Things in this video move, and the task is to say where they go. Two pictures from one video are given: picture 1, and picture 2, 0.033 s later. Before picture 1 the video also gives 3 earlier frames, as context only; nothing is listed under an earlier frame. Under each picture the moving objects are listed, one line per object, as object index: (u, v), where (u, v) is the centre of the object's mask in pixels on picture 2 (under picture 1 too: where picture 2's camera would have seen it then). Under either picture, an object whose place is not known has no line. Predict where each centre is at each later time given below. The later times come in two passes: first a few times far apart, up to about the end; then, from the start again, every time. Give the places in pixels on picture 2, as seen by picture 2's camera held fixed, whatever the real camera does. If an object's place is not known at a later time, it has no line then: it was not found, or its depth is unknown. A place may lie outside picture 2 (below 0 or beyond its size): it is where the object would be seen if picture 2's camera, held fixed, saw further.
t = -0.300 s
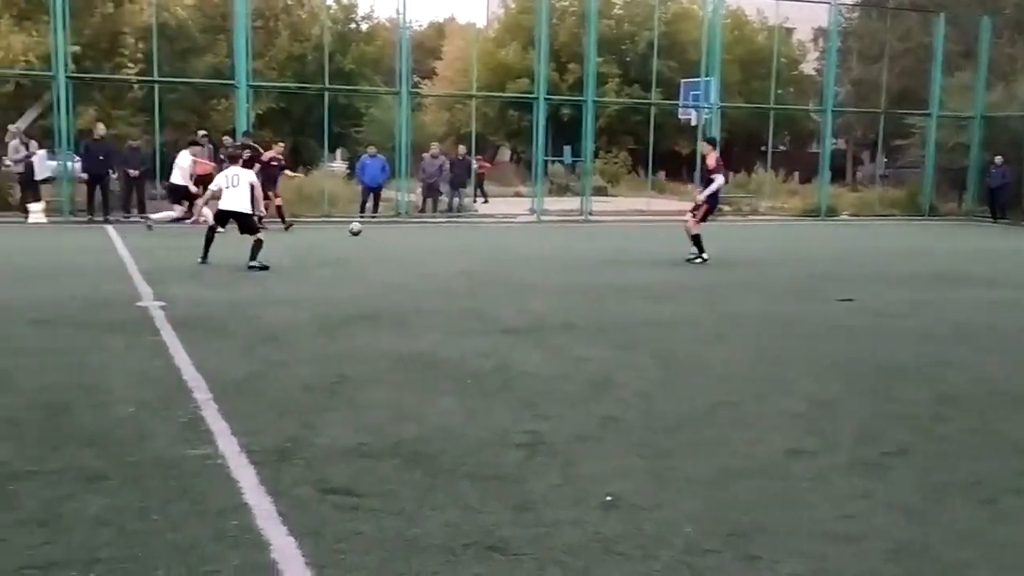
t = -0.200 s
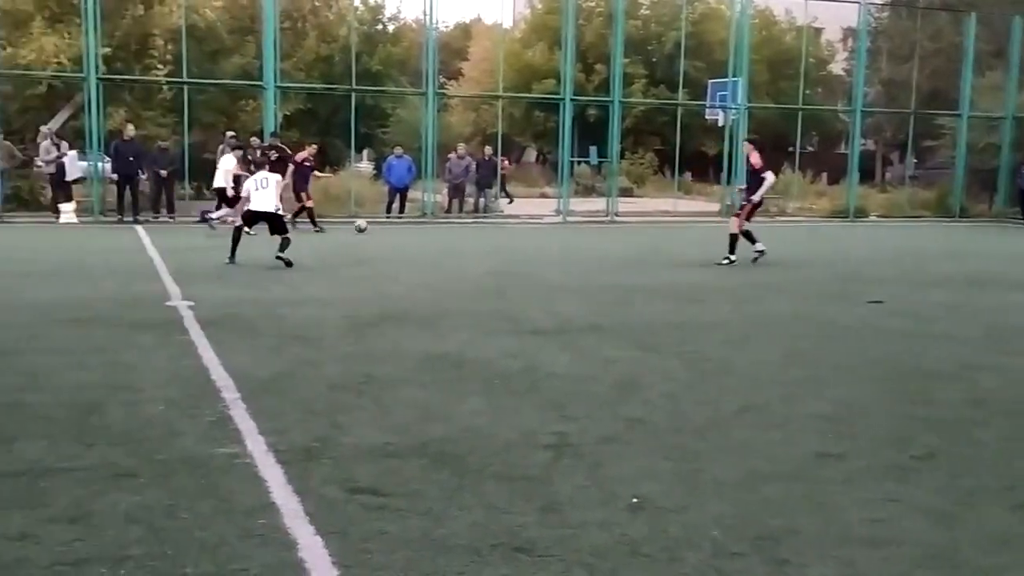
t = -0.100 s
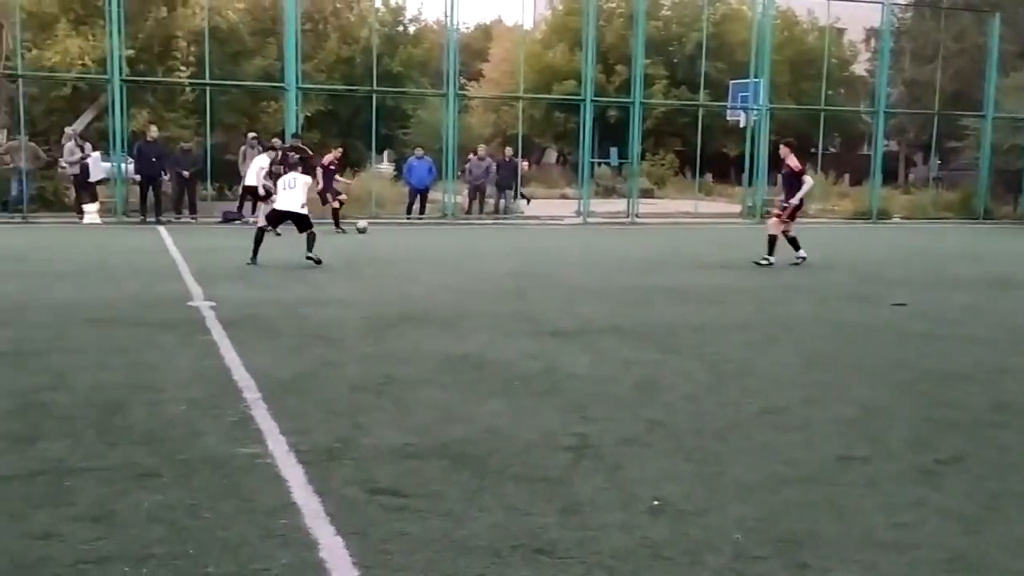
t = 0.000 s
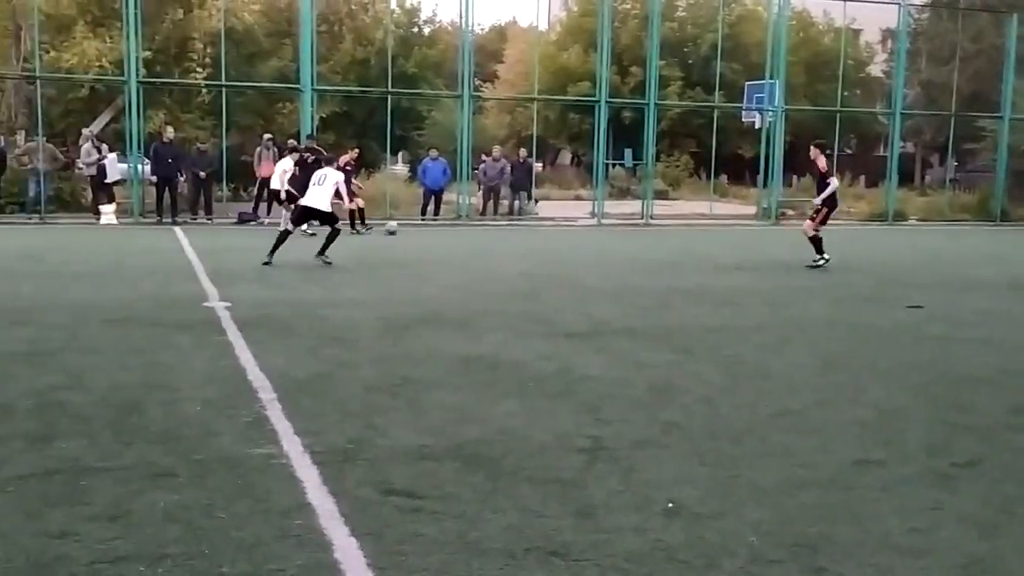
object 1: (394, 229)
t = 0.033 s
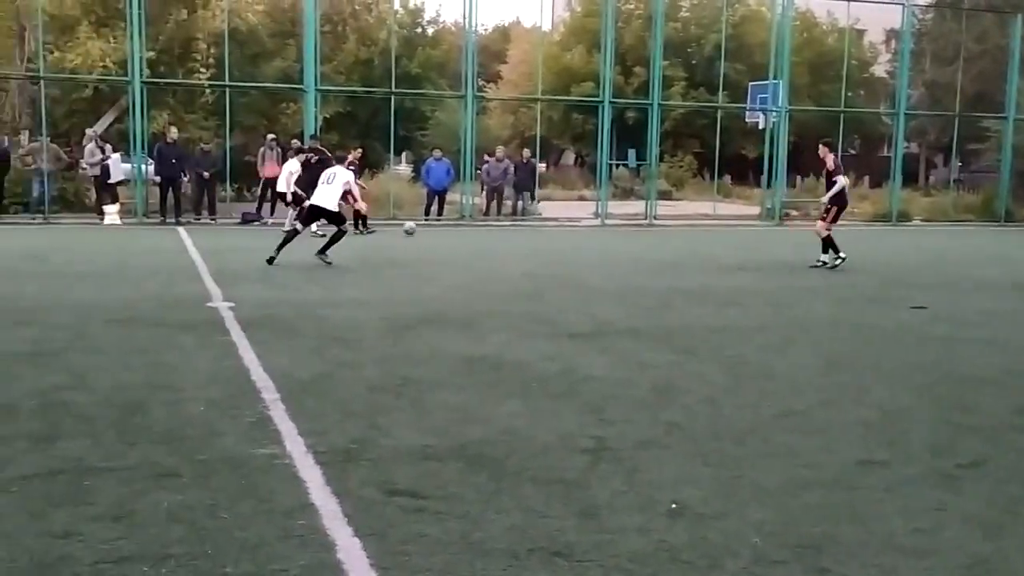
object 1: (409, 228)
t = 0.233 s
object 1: (498, 235)
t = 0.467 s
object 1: (597, 243)
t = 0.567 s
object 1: (637, 246)
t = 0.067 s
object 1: (424, 229)
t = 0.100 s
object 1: (439, 229)
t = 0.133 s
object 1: (455, 232)
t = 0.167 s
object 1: (470, 234)
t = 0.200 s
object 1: (484, 235)
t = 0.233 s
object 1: (498, 235)
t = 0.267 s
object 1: (512, 235)
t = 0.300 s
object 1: (527, 237)
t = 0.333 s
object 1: (542, 239)
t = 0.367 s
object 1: (556, 241)
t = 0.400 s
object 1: (570, 241)
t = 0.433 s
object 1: (583, 242)
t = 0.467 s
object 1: (597, 243)
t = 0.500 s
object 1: (610, 244)
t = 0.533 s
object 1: (624, 246)
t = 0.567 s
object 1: (637, 246)
